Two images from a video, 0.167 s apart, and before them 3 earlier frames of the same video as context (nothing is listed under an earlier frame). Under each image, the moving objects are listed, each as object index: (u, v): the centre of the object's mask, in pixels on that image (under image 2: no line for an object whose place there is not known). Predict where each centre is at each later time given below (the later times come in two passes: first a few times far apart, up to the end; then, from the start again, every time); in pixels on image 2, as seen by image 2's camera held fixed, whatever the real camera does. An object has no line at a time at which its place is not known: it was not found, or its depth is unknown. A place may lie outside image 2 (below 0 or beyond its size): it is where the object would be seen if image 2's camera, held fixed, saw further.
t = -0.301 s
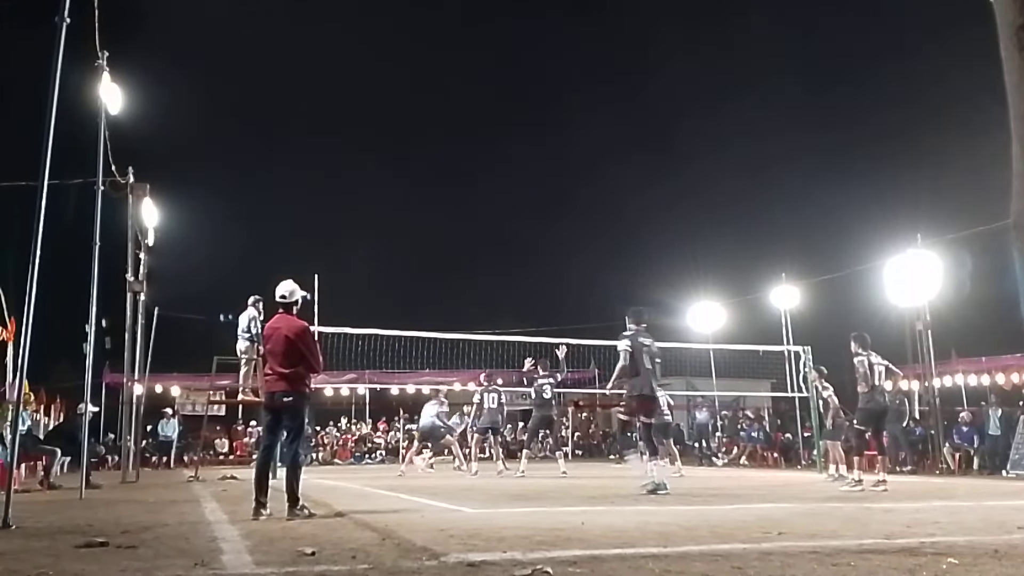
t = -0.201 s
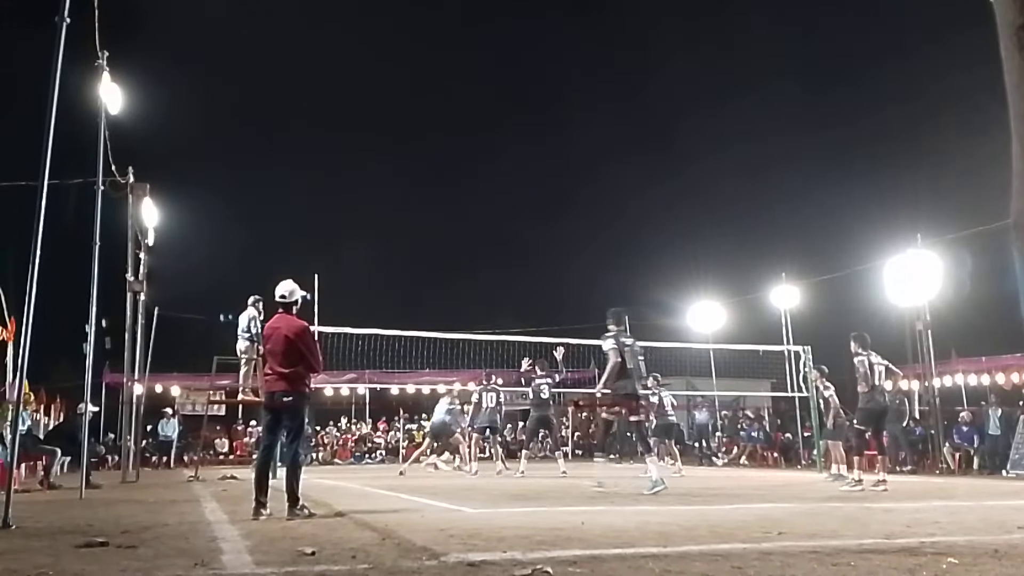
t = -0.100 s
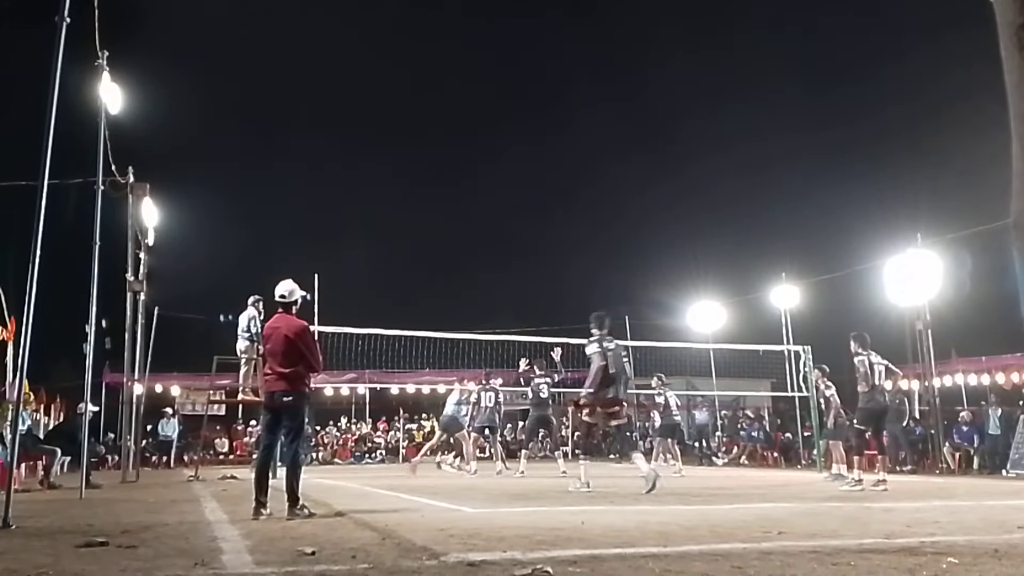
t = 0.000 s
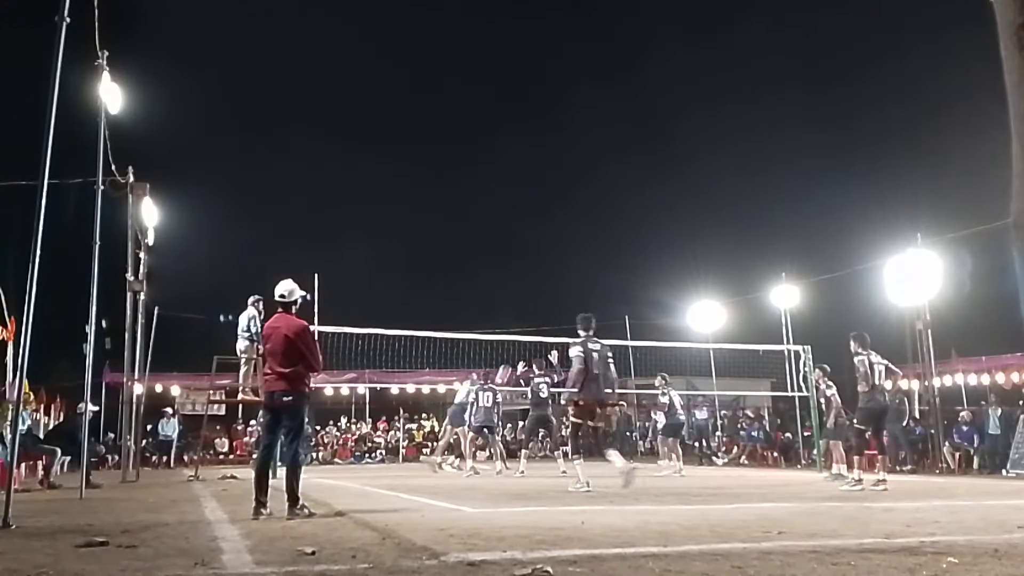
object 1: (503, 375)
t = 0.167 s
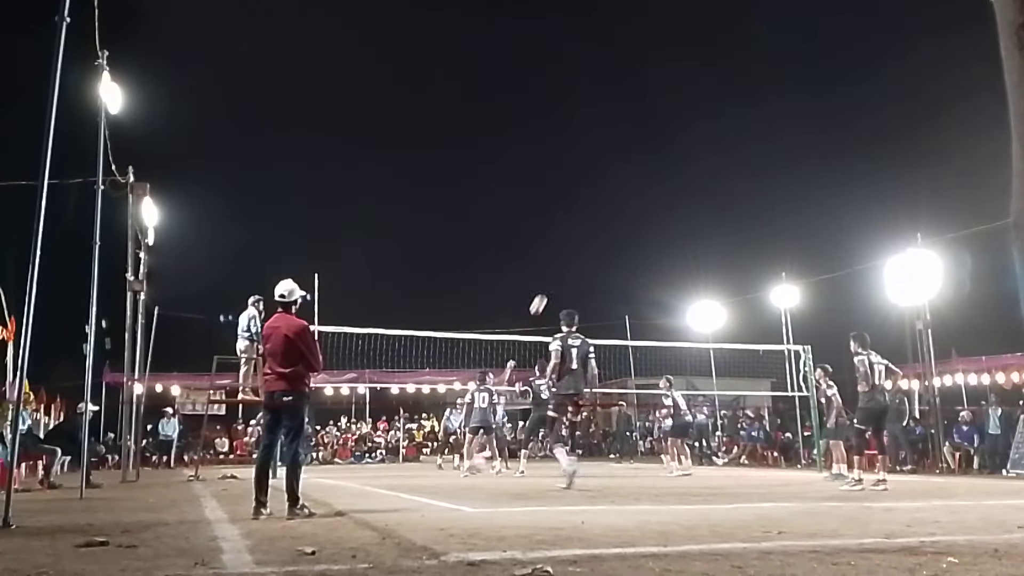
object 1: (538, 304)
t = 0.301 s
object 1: (566, 259)
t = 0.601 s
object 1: (627, 189)
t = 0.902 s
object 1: (690, 165)
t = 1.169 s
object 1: (749, 185)
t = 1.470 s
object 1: (817, 259)
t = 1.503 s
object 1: (825, 270)
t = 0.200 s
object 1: (545, 292)
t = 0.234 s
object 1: (552, 281)
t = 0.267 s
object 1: (558, 270)
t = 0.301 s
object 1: (566, 259)
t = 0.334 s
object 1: (573, 249)
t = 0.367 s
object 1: (579, 240)
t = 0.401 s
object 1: (586, 230)
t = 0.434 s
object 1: (593, 222)
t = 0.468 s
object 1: (600, 215)
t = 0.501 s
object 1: (606, 207)
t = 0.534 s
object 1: (613, 201)
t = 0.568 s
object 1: (620, 194)
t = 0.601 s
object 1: (627, 189)
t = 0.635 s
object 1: (634, 184)
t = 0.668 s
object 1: (641, 180)
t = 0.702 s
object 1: (648, 176)
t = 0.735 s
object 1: (655, 172)
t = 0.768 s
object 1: (662, 170)
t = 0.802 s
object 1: (669, 167)
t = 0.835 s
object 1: (676, 166)
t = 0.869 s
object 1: (683, 165)
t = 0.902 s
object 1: (690, 165)
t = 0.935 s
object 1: (698, 165)
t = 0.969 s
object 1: (705, 166)
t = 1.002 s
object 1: (712, 168)
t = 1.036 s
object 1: (720, 170)
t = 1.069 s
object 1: (727, 173)
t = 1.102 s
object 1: (734, 177)
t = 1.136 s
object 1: (742, 181)
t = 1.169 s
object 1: (749, 185)
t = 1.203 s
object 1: (756, 191)
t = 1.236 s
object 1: (764, 197)
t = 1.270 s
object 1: (771, 204)
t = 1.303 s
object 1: (779, 212)
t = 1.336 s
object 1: (787, 220)
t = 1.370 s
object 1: (794, 228)
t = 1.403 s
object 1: (802, 238)
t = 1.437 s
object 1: (810, 248)
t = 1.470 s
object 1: (817, 259)
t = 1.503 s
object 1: (825, 270)
